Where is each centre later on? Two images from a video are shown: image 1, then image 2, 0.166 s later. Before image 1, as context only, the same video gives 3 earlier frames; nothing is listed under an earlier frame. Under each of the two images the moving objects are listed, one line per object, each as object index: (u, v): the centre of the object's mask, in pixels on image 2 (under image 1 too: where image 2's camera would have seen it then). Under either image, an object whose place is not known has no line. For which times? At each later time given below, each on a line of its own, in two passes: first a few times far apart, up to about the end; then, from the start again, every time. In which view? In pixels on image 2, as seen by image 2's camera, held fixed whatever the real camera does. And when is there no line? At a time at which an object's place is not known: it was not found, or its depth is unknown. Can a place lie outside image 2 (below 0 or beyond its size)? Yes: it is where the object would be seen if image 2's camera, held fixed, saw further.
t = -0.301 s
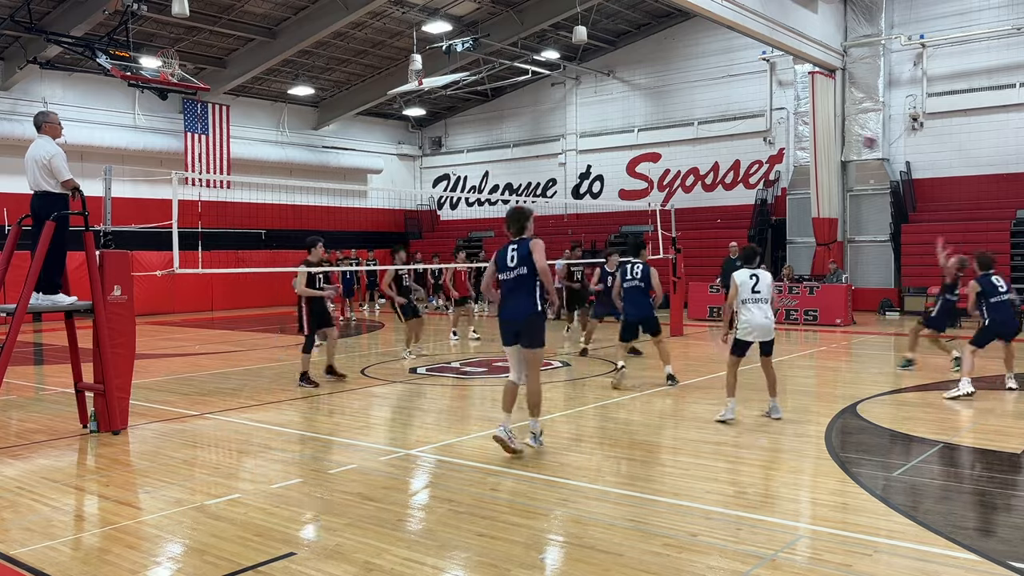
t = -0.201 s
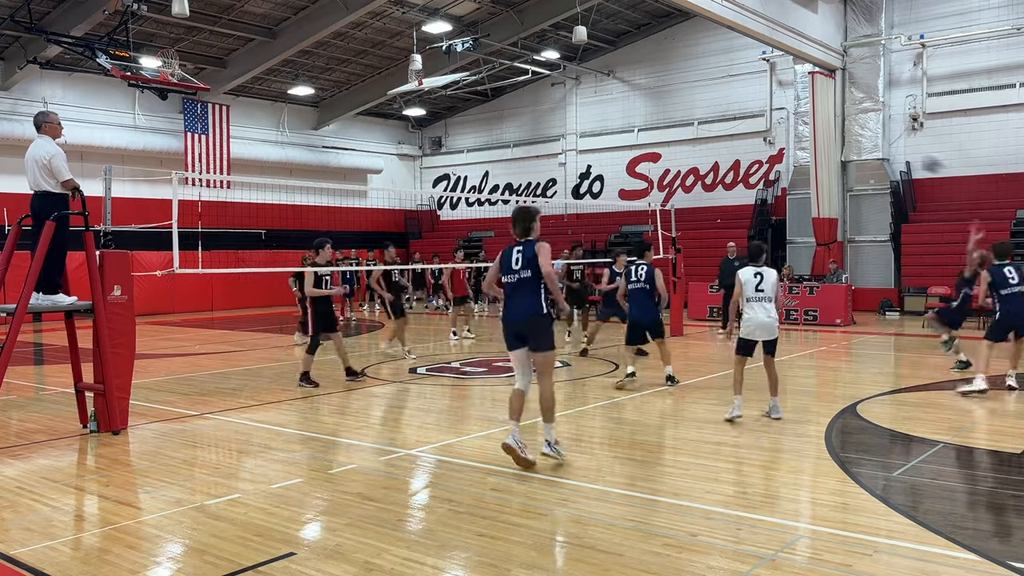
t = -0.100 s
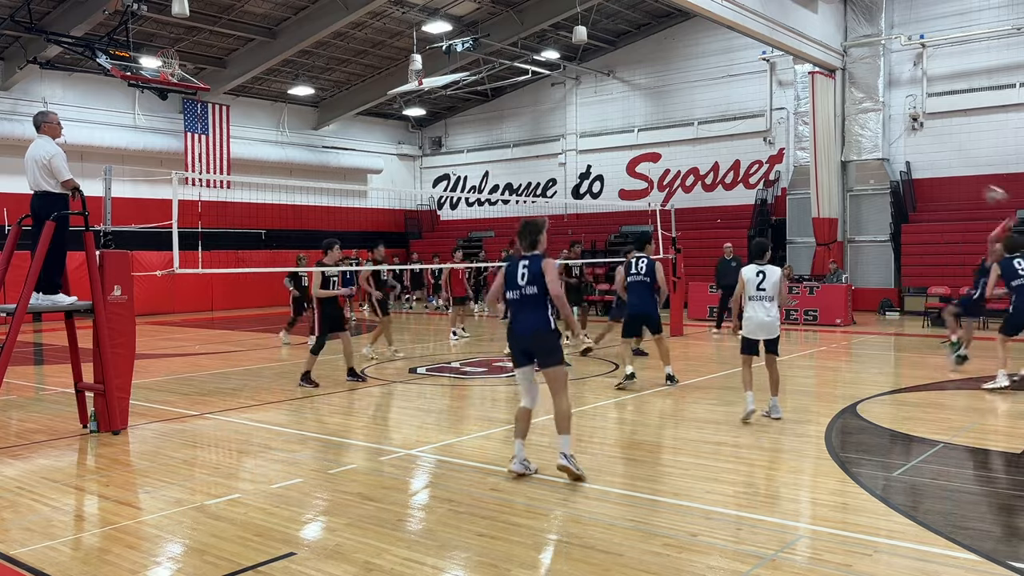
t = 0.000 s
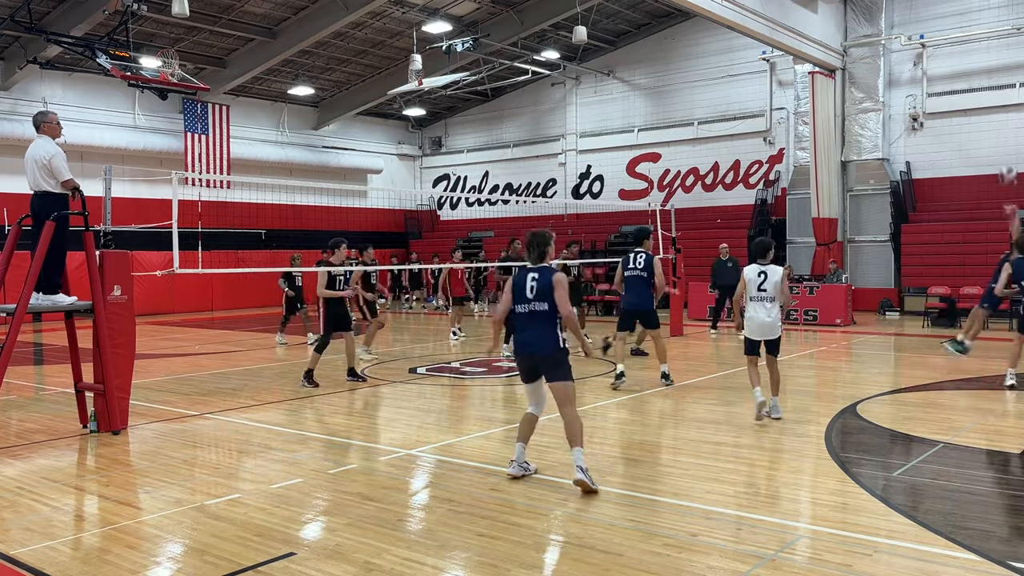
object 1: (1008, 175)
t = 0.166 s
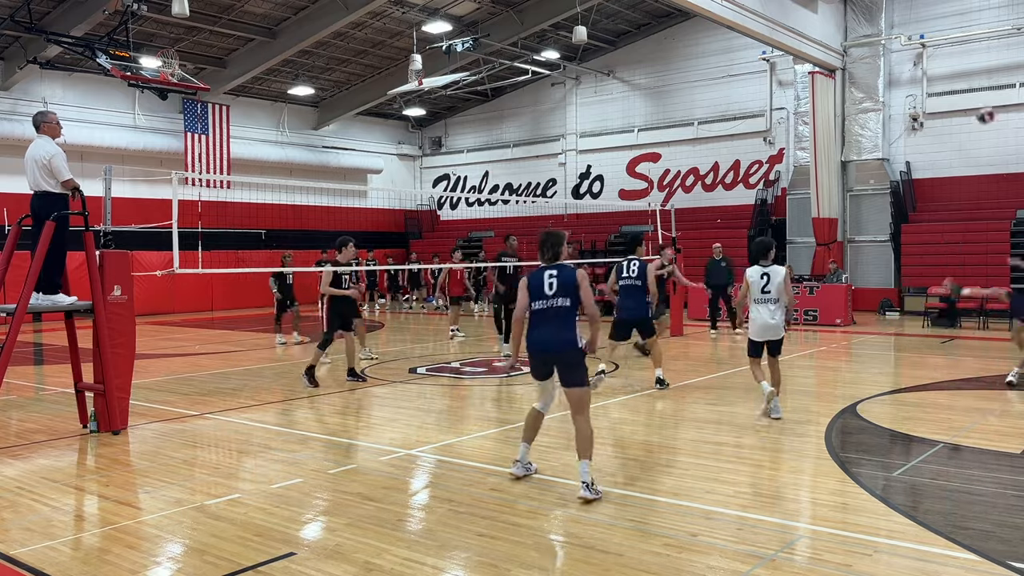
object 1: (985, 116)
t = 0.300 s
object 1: (968, 82)
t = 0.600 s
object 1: (925, 59)
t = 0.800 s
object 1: (899, 84)
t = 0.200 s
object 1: (981, 105)
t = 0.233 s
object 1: (976, 97)
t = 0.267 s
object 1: (971, 89)
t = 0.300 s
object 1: (968, 82)
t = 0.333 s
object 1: (963, 77)
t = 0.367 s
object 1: (957, 72)
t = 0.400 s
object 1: (954, 68)
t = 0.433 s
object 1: (949, 64)
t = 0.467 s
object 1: (944, 62)
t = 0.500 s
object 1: (939, 59)
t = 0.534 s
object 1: (935, 59)
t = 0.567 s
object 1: (930, 59)
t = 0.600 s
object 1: (925, 59)
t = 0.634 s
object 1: (921, 62)
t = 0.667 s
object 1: (917, 65)
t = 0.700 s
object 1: (912, 69)
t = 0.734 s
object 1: (909, 73)
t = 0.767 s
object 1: (903, 79)
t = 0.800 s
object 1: (899, 84)
